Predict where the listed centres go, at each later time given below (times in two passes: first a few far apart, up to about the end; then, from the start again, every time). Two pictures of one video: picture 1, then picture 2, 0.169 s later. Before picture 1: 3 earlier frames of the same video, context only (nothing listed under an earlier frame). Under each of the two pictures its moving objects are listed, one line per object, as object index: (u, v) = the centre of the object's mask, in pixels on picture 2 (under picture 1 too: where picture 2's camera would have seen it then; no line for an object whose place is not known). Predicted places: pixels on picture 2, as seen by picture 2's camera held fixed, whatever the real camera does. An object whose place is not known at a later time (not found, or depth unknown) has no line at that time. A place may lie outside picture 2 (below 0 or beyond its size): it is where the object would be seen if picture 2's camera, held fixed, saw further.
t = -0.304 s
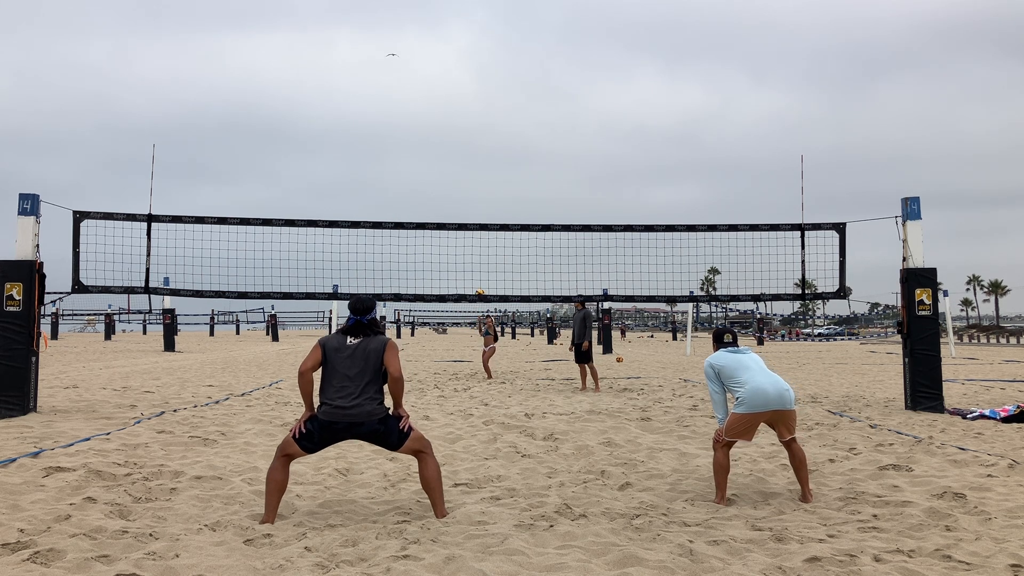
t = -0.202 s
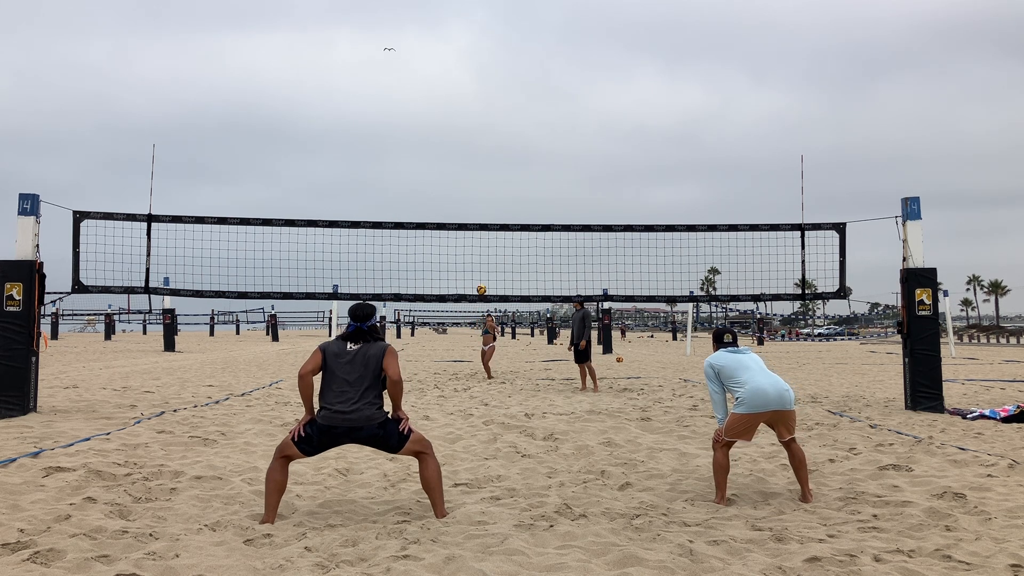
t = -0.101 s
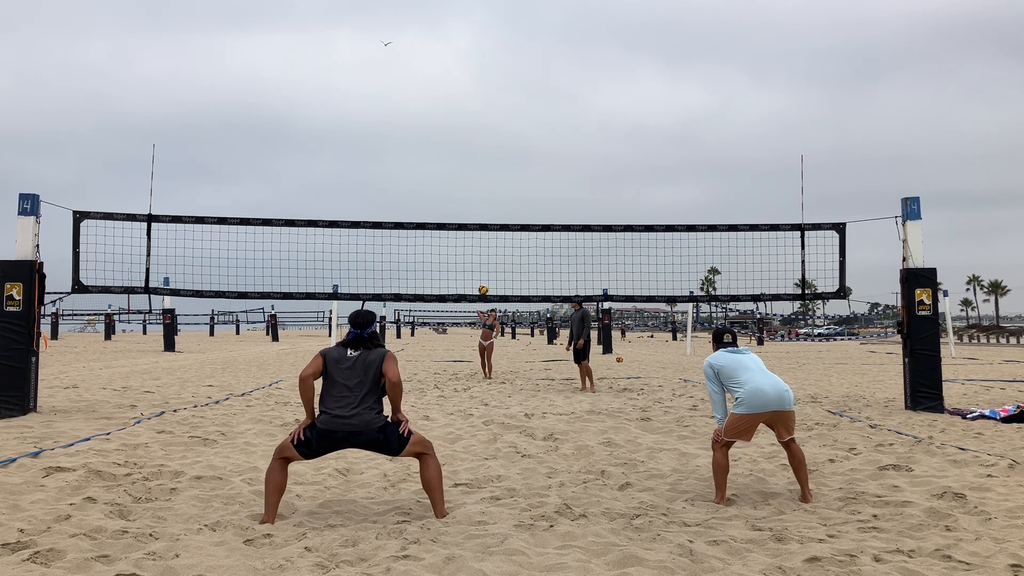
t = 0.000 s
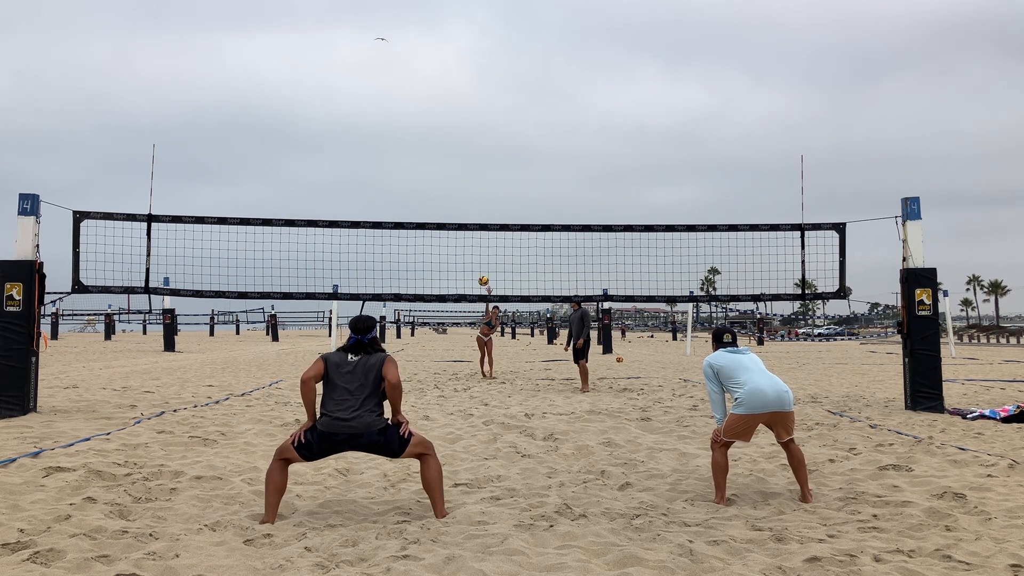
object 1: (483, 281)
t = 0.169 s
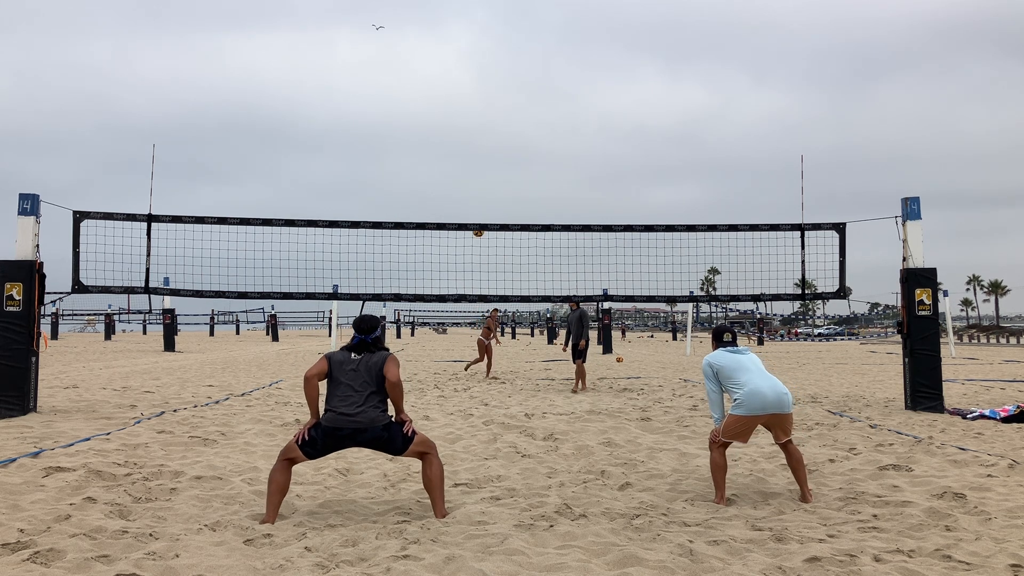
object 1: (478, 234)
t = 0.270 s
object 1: (473, 204)
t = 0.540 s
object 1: (457, 140)
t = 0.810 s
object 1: (435, 106)
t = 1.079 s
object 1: (403, 123)
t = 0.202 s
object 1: (477, 220)
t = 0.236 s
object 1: (475, 213)
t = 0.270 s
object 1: (473, 204)
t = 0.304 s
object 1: (471, 195)
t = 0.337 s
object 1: (469, 186)
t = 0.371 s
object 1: (467, 178)
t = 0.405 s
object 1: (465, 170)
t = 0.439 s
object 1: (463, 162)
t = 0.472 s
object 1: (462, 155)
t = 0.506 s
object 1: (460, 147)
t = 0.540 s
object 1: (457, 140)
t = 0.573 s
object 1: (455, 134)
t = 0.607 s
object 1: (453, 128)
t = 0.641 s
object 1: (450, 123)
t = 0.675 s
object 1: (448, 119)
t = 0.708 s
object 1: (445, 114)
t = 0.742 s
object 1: (442, 111)
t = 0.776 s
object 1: (438, 108)
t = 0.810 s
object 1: (435, 106)
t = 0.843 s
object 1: (431, 105)
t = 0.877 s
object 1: (427, 105)
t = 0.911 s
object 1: (423, 105)
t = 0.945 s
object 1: (419, 107)
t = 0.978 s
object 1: (415, 109)
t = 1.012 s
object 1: (411, 112)
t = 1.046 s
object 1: (408, 117)
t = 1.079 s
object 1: (403, 123)
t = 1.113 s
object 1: (400, 130)
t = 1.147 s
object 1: (395, 139)
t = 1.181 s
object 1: (391, 149)
